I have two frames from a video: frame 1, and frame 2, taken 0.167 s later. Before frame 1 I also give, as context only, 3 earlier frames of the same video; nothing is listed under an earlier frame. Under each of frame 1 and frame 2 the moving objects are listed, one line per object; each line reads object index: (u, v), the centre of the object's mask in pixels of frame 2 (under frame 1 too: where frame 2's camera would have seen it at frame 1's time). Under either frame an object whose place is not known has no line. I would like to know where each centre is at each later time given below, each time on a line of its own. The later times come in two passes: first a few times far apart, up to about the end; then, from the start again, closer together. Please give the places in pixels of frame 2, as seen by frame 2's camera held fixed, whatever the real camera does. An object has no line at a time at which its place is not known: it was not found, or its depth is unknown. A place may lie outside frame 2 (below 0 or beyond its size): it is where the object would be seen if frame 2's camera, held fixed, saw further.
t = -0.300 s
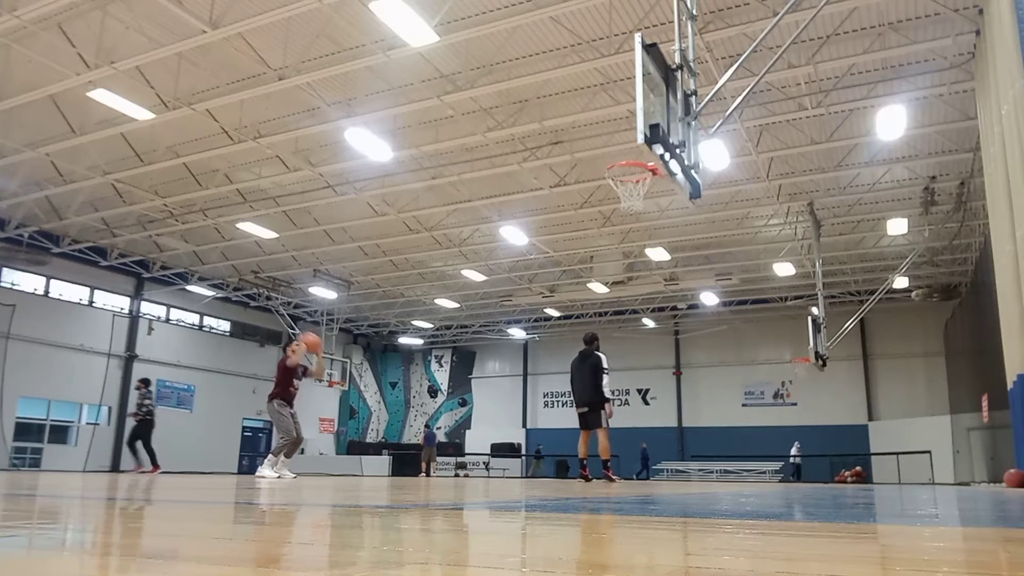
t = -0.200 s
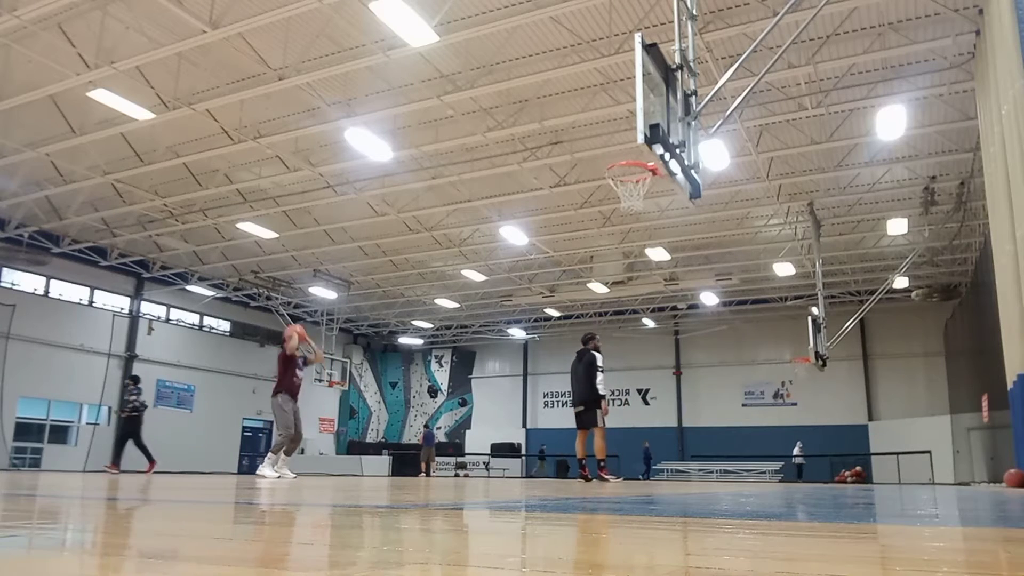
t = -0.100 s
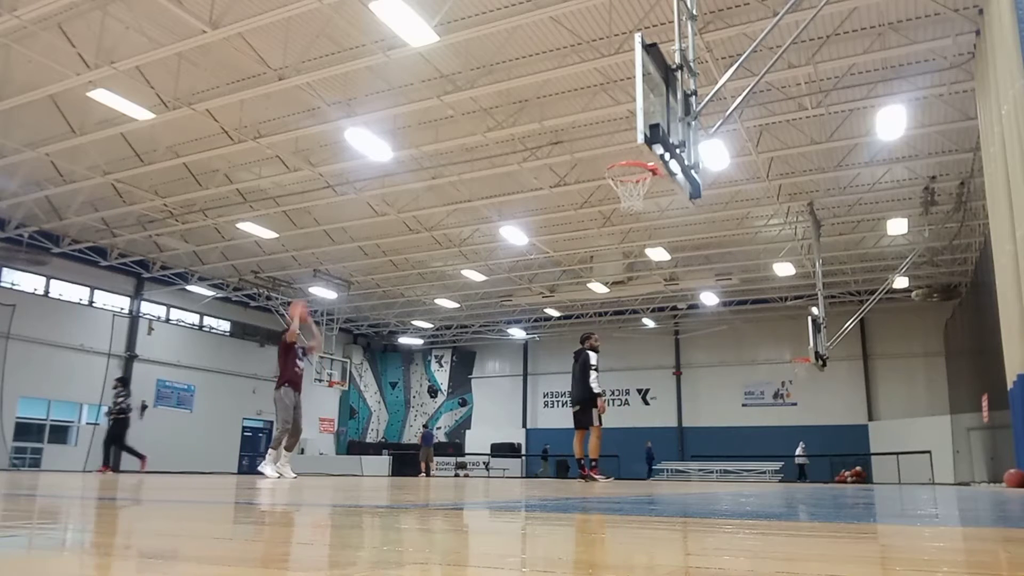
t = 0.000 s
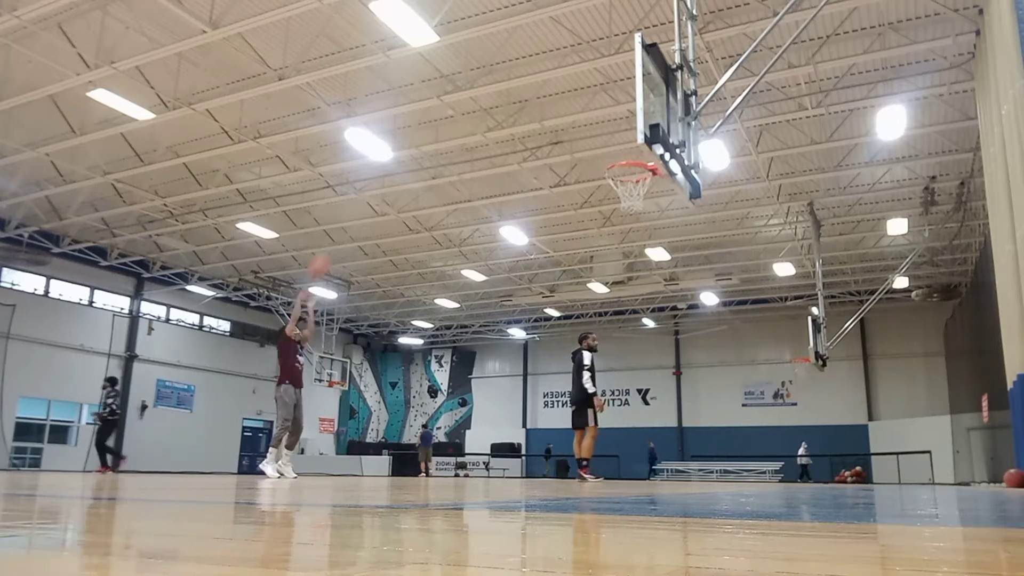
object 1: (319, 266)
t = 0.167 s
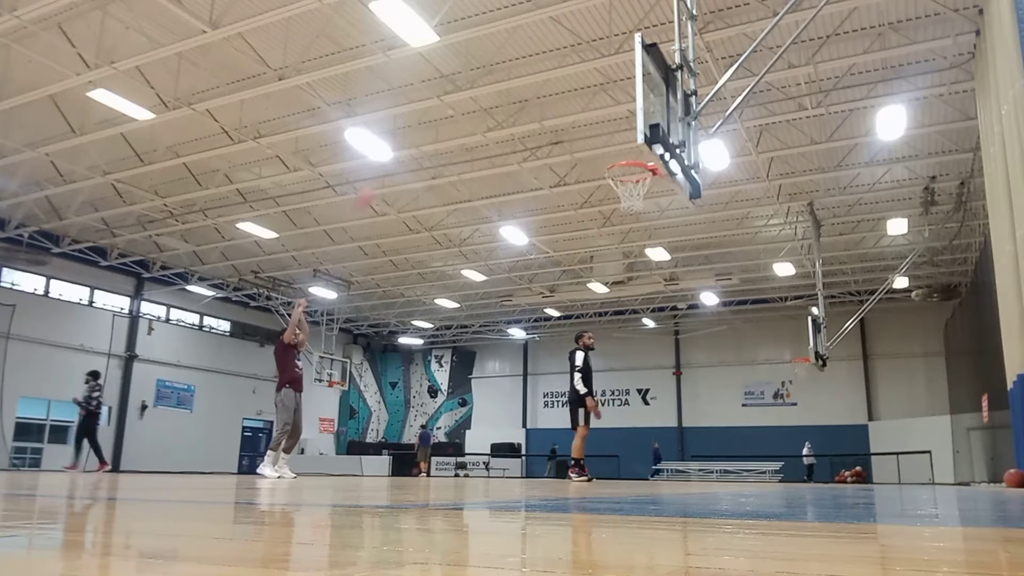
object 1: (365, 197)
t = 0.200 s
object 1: (374, 186)
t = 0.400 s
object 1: (426, 131)
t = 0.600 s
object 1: (480, 105)
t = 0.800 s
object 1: (537, 108)
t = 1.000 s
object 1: (599, 147)
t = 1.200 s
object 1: (655, 200)
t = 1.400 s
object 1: (680, 243)
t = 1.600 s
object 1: (711, 332)
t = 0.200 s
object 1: (374, 186)
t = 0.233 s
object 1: (384, 177)
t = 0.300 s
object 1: (400, 153)
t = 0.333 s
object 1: (409, 145)
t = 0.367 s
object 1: (418, 139)
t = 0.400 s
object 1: (426, 131)
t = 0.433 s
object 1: (435, 125)
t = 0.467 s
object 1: (445, 119)
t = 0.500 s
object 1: (452, 114)
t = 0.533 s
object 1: (462, 110)
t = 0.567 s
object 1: (470, 108)
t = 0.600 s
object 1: (480, 105)
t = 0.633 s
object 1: (488, 104)
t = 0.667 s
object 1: (498, 103)
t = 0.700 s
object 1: (508, 103)
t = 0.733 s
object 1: (518, 104)
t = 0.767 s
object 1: (527, 106)
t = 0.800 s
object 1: (537, 108)
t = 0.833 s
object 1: (546, 112)
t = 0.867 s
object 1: (557, 117)
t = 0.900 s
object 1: (567, 123)
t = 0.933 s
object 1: (576, 129)
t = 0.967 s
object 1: (589, 138)
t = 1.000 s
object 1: (599, 147)
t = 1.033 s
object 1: (611, 156)
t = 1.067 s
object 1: (624, 172)
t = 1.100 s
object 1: (634, 181)
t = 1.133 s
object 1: (647, 192)
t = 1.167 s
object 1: (652, 195)
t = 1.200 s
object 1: (655, 200)
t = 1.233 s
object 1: (659, 204)
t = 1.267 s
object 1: (663, 210)
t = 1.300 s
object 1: (668, 216)
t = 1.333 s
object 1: (672, 223)
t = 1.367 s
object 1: (676, 233)
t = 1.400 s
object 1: (680, 243)
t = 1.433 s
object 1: (686, 254)
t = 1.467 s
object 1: (690, 267)
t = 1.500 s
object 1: (694, 281)
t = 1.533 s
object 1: (700, 298)
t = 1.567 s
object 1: (705, 316)
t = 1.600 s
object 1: (711, 332)
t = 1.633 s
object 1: (718, 353)
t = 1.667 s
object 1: (724, 375)
